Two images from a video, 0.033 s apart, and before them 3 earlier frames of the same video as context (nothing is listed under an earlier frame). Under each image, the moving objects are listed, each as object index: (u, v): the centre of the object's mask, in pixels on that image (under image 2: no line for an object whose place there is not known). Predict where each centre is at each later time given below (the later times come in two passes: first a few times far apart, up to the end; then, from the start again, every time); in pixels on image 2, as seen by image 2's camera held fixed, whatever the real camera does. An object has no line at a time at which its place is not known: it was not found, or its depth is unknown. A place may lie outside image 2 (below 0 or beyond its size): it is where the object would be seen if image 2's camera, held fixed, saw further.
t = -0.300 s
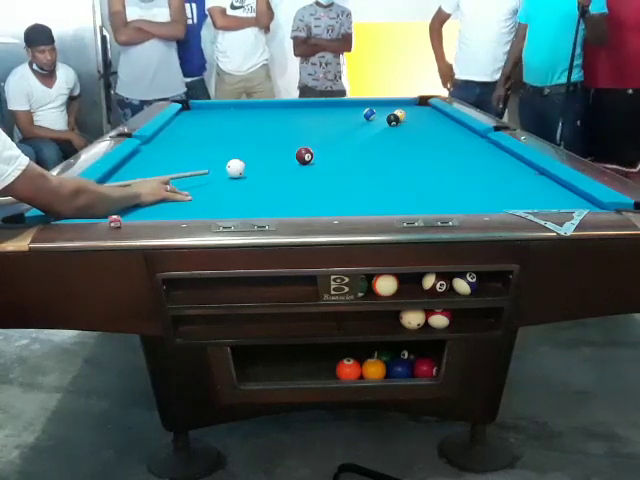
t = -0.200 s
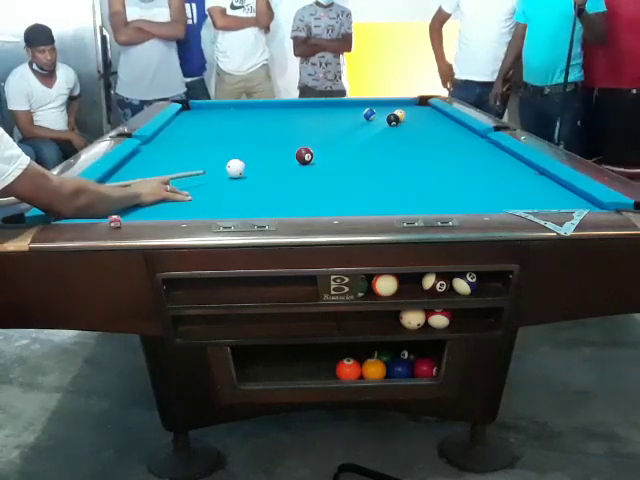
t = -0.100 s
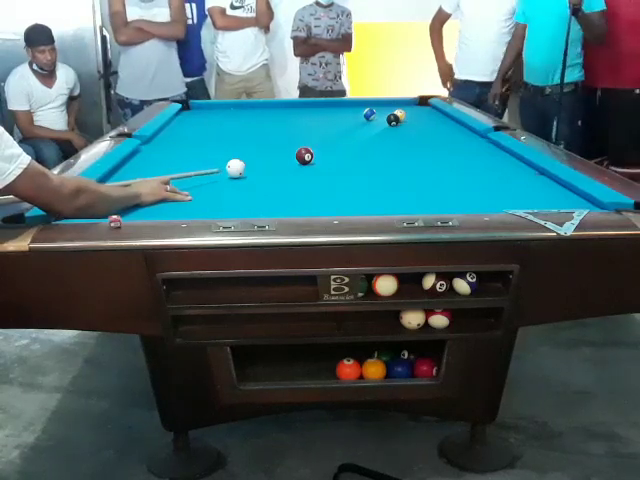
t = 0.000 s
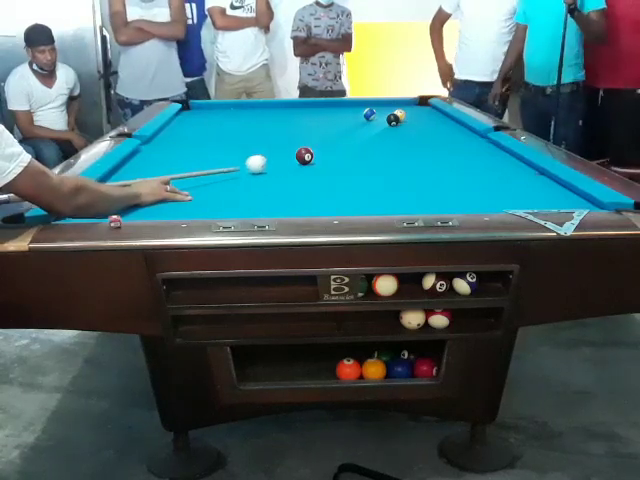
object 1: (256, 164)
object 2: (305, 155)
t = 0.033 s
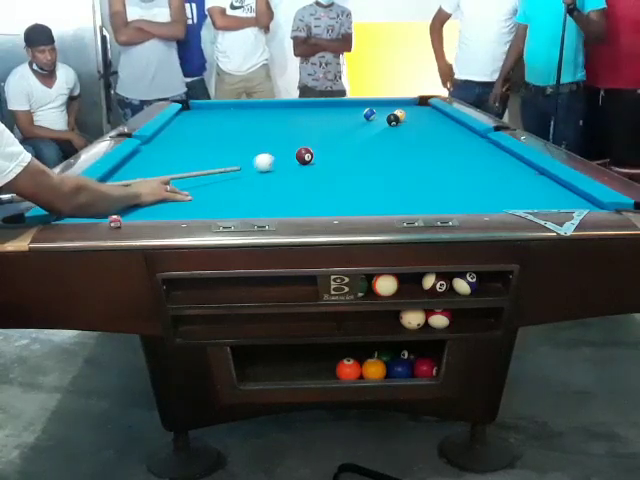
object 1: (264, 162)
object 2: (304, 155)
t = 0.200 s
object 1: (289, 157)
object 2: (311, 155)
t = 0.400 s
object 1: (292, 153)
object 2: (340, 151)
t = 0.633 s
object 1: (297, 150)
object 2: (371, 147)
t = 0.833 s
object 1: (300, 148)
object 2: (395, 144)
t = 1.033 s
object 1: (304, 145)
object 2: (416, 141)
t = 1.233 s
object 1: (307, 144)
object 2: (437, 139)
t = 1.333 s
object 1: (308, 142)
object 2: (446, 138)
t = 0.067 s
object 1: (270, 161)
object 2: (305, 155)
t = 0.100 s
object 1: (277, 159)
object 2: (305, 155)
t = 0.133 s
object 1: (283, 158)
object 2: (305, 155)
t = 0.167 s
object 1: (289, 157)
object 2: (305, 155)
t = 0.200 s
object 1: (289, 157)
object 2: (311, 155)
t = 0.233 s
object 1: (289, 156)
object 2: (317, 154)
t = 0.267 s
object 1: (290, 156)
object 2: (321, 154)
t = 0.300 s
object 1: (290, 155)
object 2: (326, 153)
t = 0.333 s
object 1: (291, 155)
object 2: (331, 152)
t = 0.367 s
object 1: (292, 154)
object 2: (336, 152)
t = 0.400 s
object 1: (292, 153)
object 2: (340, 151)
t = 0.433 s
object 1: (293, 153)
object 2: (345, 151)
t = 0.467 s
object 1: (294, 153)
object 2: (349, 150)
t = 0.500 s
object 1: (295, 152)
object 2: (353, 149)
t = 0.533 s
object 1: (295, 152)
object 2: (358, 148)
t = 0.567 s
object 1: (296, 151)
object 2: (362, 148)
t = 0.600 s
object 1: (296, 151)
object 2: (366, 148)
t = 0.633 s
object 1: (297, 150)
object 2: (371, 147)
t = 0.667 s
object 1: (297, 150)
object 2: (375, 147)
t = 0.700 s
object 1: (298, 149)
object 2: (379, 146)
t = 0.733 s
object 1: (299, 149)
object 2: (383, 146)
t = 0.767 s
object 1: (299, 149)
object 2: (387, 145)
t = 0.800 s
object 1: (300, 148)
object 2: (391, 145)
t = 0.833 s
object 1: (300, 148)
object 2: (395, 144)
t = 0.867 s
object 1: (301, 147)
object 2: (398, 144)
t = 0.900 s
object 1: (302, 147)
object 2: (402, 143)
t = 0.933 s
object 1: (302, 147)
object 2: (406, 142)
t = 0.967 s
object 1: (303, 146)
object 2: (409, 142)
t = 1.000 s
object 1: (303, 146)
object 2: (413, 142)
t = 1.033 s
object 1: (304, 145)
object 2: (416, 141)
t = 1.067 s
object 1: (304, 145)
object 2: (420, 141)
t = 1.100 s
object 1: (305, 145)
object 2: (423, 140)
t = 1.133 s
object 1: (305, 144)
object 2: (427, 140)
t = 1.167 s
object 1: (306, 144)
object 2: (430, 140)
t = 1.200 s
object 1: (306, 144)
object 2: (433, 139)
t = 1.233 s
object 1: (307, 144)
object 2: (437, 139)
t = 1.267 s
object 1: (307, 143)
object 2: (440, 138)
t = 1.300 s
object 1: (308, 143)
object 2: (443, 138)
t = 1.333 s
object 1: (308, 142)
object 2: (446, 138)
